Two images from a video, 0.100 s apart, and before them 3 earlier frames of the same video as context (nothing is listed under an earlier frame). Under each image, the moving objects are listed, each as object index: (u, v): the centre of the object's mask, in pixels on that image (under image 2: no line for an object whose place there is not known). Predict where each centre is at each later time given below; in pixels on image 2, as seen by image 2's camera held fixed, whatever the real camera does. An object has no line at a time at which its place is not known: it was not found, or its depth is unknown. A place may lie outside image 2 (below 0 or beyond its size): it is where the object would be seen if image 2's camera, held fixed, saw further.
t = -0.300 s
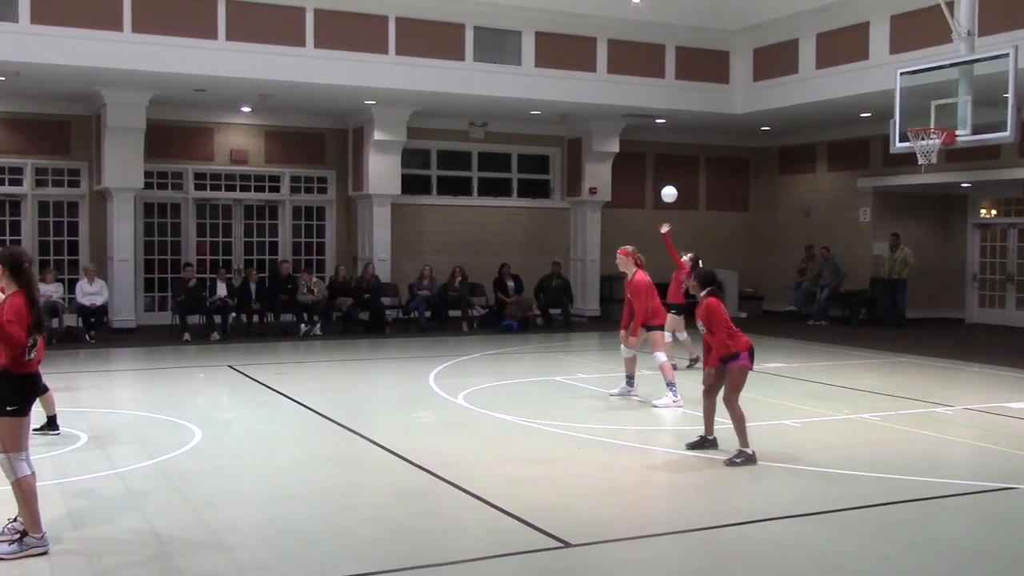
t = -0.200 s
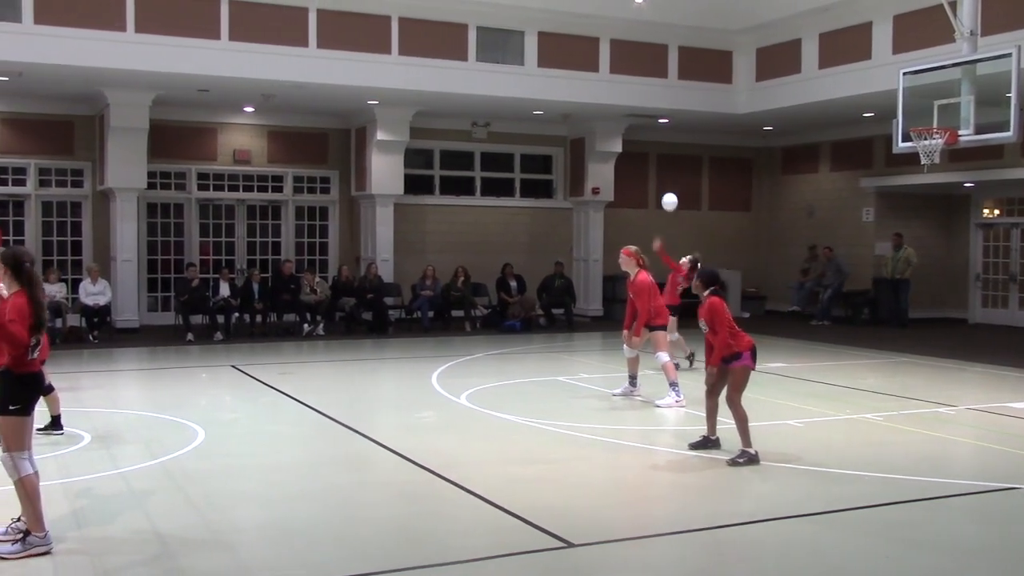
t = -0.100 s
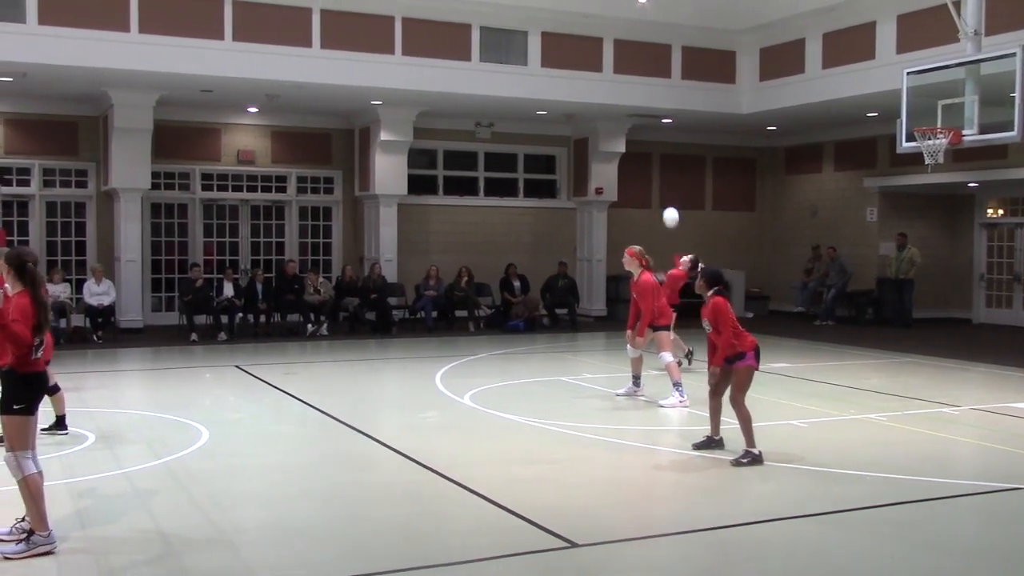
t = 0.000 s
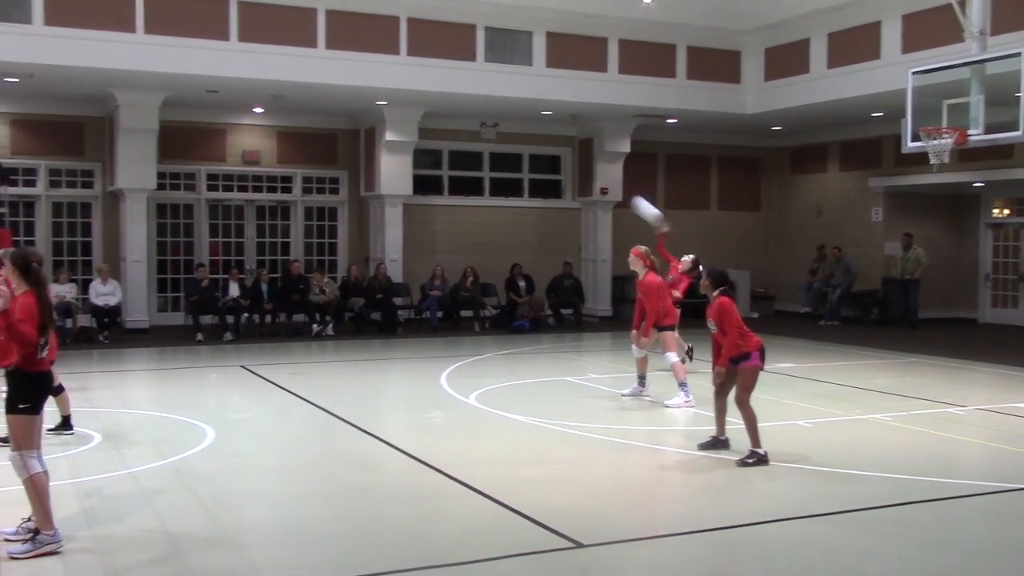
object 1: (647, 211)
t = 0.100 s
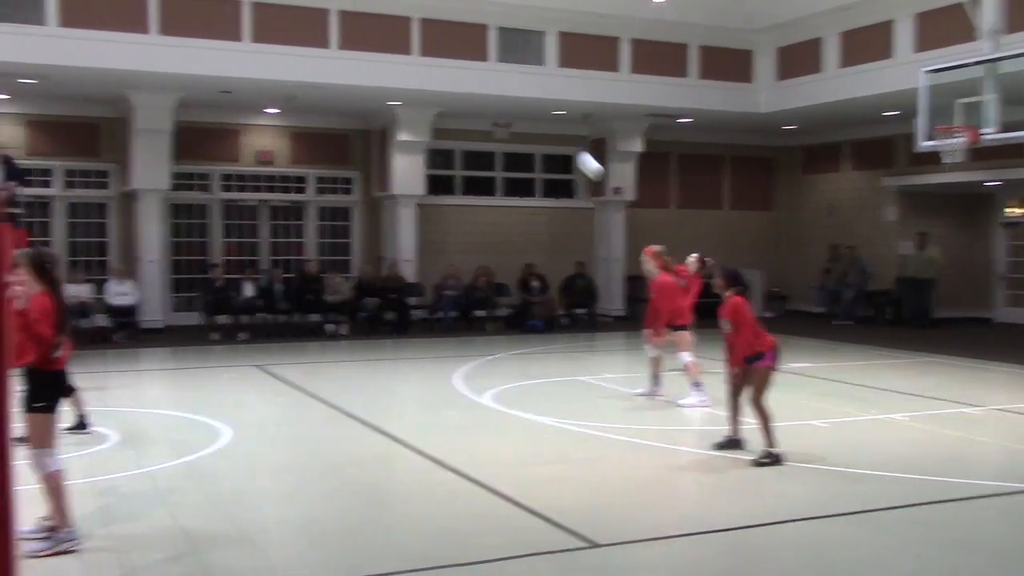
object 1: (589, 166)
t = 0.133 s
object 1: (573, 152)
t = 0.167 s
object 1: (556, 139)
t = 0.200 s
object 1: (530, 127)
